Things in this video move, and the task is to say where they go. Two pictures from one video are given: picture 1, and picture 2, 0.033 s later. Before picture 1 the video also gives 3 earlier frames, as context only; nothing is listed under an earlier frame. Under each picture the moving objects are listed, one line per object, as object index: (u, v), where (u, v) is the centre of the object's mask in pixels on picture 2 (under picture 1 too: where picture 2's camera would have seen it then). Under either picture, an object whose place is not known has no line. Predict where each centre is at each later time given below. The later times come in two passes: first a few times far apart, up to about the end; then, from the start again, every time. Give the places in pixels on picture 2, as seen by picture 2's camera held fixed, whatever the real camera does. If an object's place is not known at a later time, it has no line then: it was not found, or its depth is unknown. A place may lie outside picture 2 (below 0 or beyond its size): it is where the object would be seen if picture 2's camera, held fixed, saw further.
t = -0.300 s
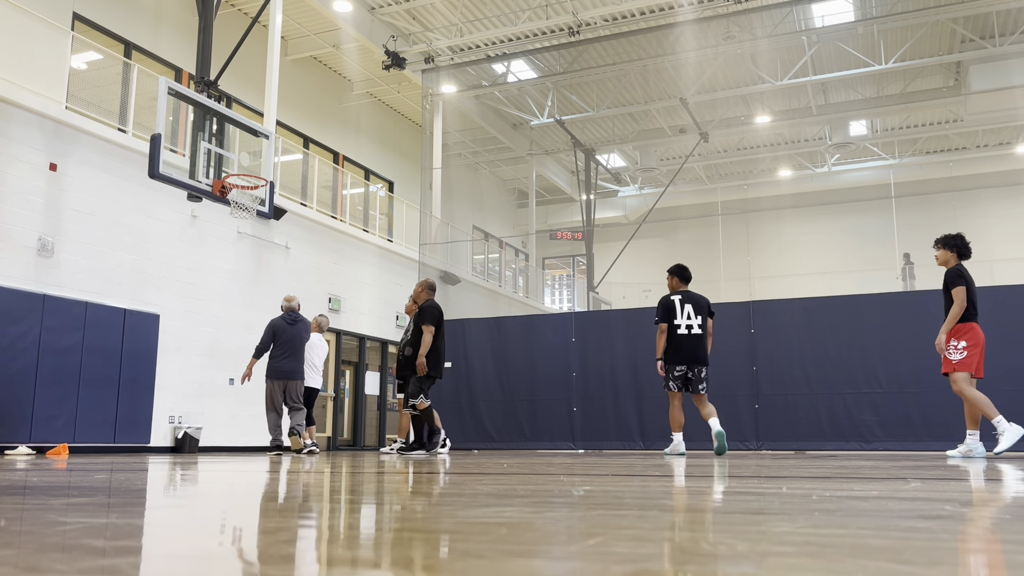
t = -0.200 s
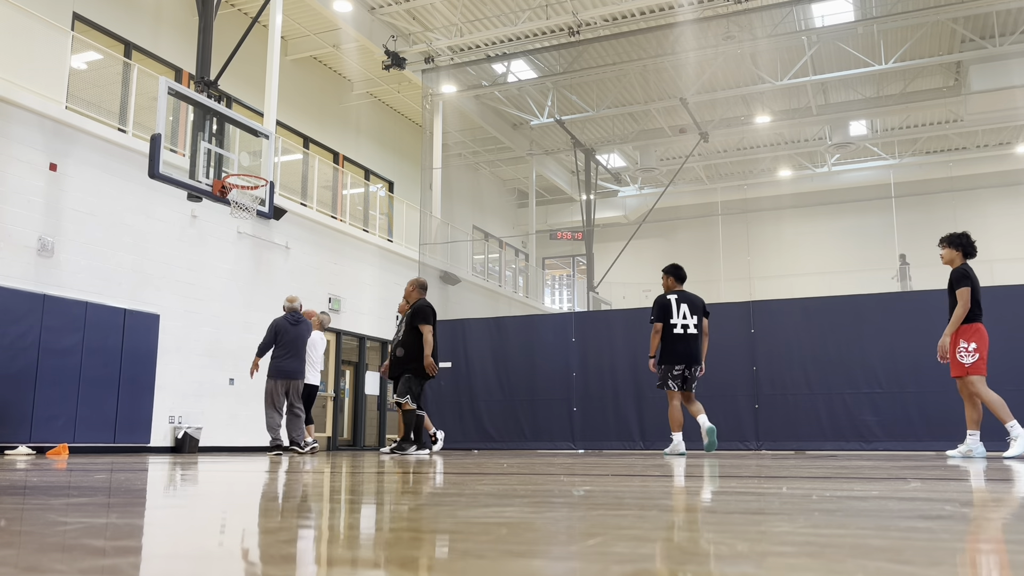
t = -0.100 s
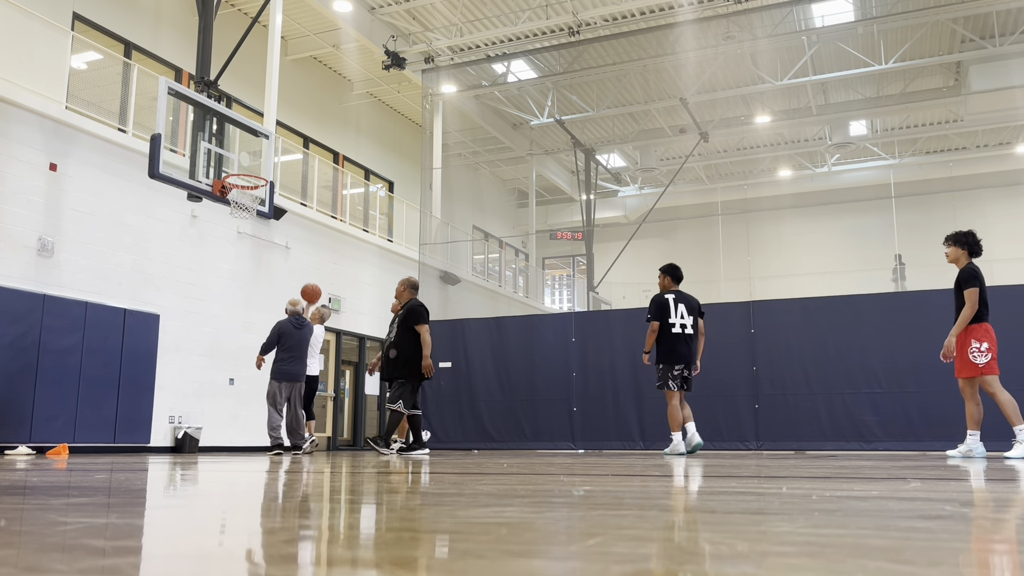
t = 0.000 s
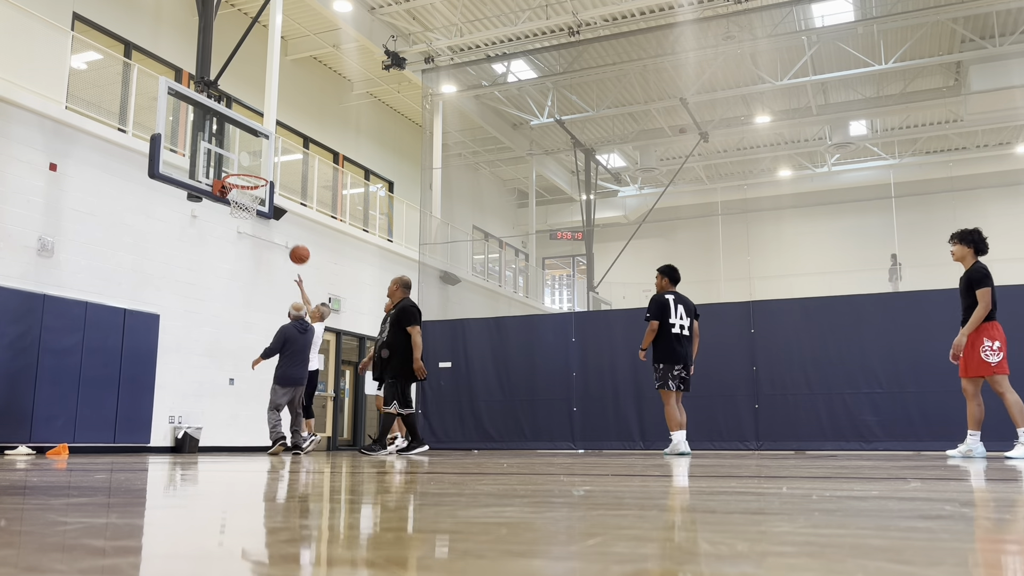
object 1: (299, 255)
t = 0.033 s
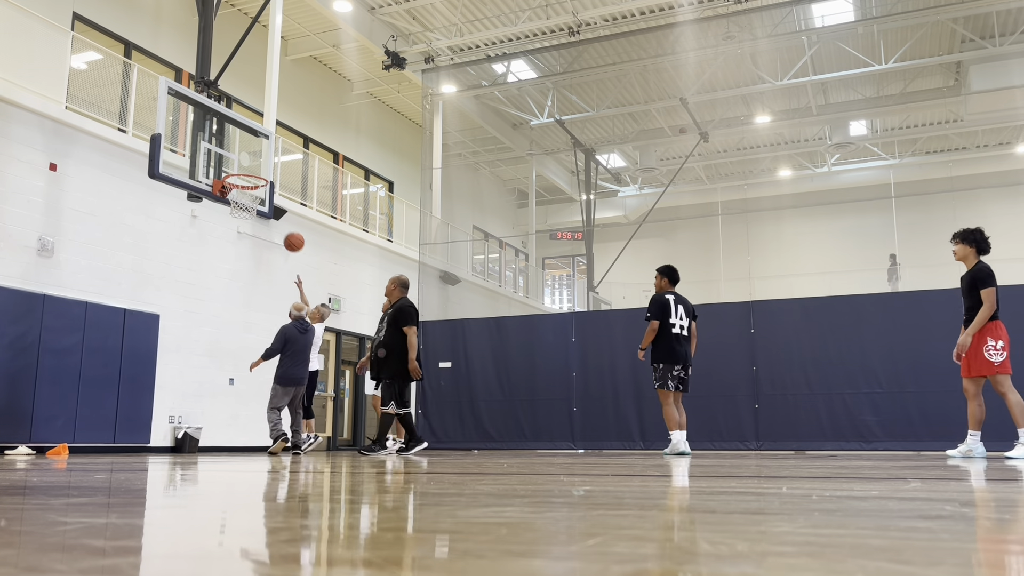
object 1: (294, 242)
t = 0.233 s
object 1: (259, 186)
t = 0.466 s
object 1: (240, 166)
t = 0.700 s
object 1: (254, 198)
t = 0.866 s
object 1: (259, 207)
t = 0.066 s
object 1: (288, 231)
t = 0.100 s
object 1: (282, 219)
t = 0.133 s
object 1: (277, 210)
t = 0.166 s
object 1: (271, 201)
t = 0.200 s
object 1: (267, 193)
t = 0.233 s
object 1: (259, 186)
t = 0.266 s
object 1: (253, 179)
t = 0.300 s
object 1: (247, 173)
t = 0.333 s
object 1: (242, 167)
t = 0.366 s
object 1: (241, 166)
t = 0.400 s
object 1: (241, 166)
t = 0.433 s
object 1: (240, 166)
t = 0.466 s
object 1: (240, 166)
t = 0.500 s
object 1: (240, 167)
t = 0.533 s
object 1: (239, 172)
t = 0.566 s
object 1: (240, 176)
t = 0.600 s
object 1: (241, 181)
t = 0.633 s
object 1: (246, 186)
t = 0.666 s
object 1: (251, 193)
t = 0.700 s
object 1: (254, 198)
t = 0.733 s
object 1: (257, 201)
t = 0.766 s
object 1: (260, 203)
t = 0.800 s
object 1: (260, 204)
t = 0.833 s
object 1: (260, 205)
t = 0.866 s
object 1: (259, 207)
